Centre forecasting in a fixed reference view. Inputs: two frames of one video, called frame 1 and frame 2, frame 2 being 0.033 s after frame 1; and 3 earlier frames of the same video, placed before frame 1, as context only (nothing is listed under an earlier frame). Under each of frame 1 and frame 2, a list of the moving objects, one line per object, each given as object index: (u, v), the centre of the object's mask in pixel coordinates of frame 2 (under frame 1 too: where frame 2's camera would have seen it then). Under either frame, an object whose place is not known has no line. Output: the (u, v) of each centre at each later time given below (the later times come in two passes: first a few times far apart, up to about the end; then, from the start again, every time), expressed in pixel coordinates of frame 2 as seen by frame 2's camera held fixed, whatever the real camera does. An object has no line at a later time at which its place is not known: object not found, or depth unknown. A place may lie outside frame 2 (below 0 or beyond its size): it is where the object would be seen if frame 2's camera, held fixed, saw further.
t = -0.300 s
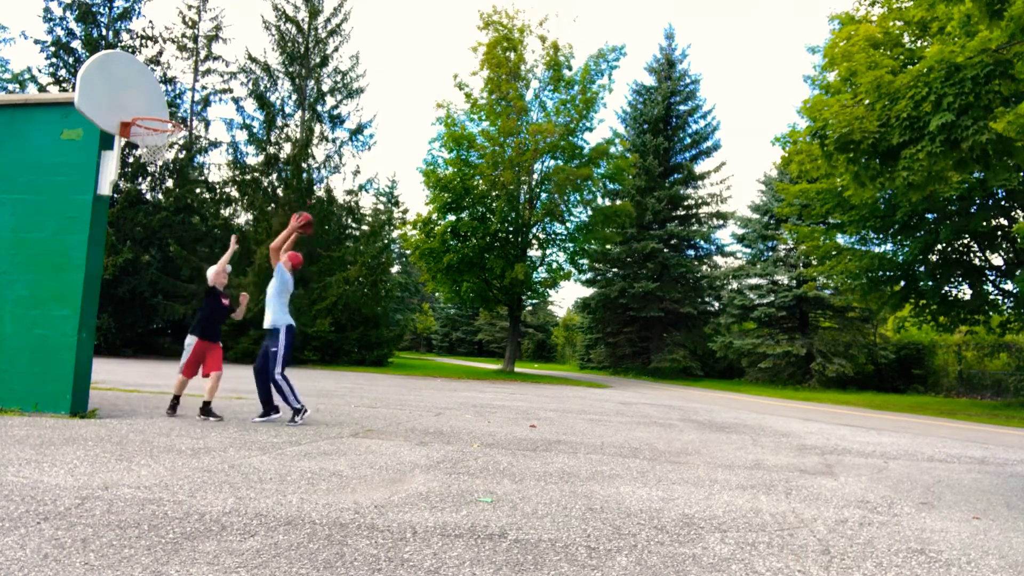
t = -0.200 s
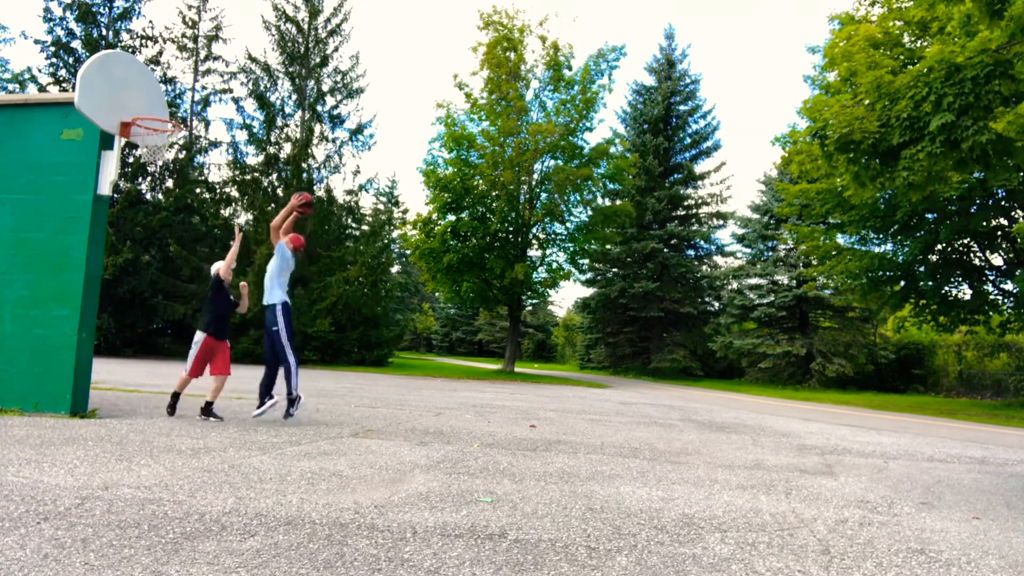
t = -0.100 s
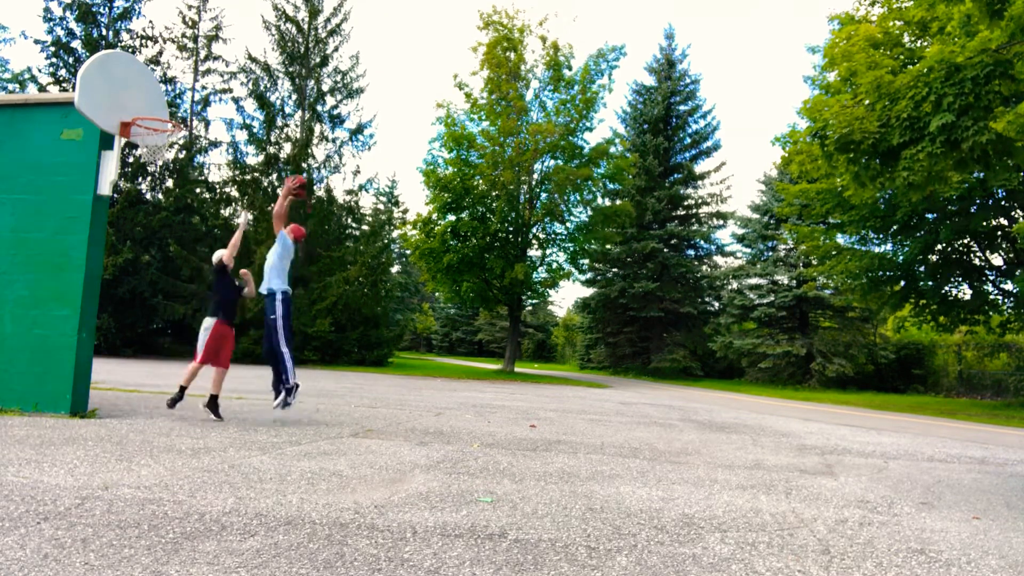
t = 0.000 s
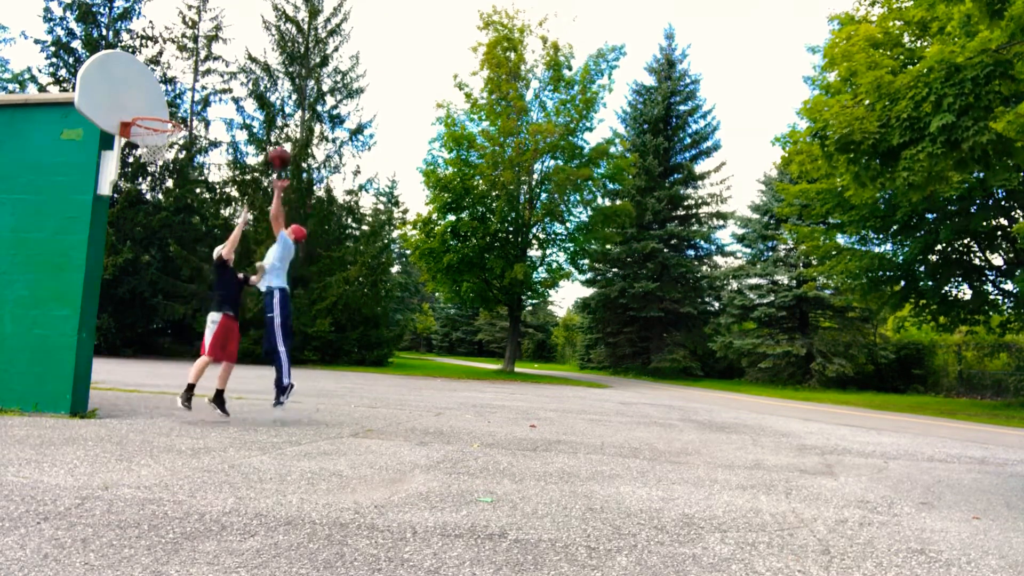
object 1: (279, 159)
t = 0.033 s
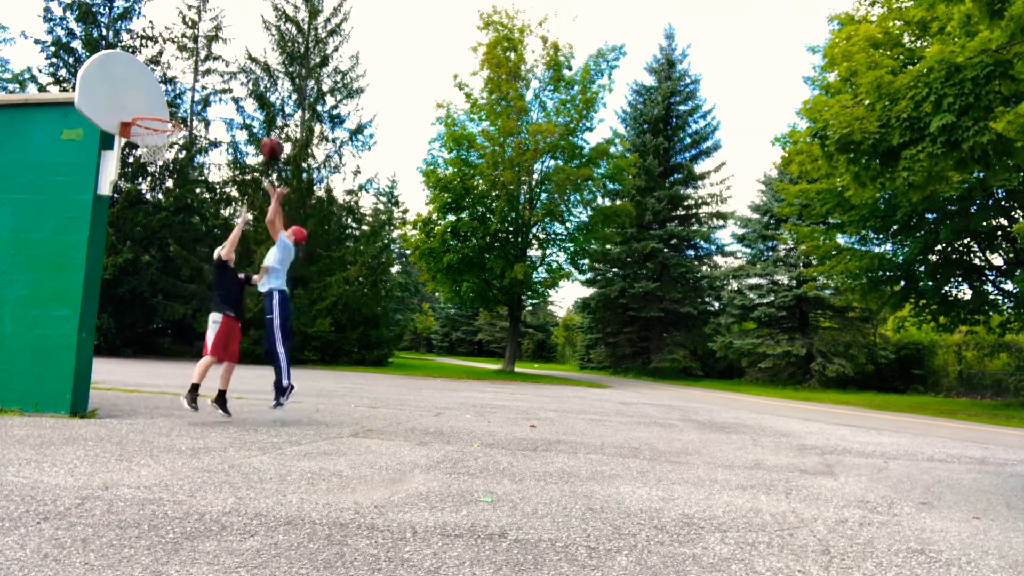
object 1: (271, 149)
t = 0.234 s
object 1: (220, 112)
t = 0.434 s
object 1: (167, 110)
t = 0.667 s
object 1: (177, 138)
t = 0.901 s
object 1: (153, 154)
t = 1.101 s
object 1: (125, 185)
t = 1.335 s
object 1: (88, 268)
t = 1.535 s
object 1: (52, 380)
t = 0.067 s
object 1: (264, 139)
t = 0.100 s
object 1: (256, 133)
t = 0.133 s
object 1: (246, 126)
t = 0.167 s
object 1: (238, 120)
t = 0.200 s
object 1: (229, 115)
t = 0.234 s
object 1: (220, 112)
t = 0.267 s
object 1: (211, 109)
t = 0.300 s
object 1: (203, 107)
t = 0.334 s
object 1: (194, 107)
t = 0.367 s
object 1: (185, 107)
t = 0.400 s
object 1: (176, 109)
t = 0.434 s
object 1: (167, 110)
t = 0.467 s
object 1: (158, 113)
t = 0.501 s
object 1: (148, 119)
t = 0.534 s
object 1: (147, 124)
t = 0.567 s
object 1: (155, 130)
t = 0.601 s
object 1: (165, 135)
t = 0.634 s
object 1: (171, 139)
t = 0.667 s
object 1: (177, 138)
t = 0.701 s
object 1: (176, 140)
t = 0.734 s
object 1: (169, 135)
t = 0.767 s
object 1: (169, 142)
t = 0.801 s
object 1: (165, 145)
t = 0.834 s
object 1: (160, 149)
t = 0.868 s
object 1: (157, 151)
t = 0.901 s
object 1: (153, 154)
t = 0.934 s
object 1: (147, 161)
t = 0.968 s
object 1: (144, 161)
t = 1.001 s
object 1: (139, 163)
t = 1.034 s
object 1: (135, 171)
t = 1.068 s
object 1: (130, 178)
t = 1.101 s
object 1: (125, 185)
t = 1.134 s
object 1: (120, 193)
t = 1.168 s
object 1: (115, 204)
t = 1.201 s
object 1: (110, 214)
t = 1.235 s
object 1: (105, 226)
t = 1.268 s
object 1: (100, 239)
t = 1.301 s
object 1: (94, 253)
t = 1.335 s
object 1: (88, 268)
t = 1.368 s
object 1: (82, 284)
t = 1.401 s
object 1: (77, 301)
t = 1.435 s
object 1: (70, 319)
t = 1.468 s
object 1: (64, 339)
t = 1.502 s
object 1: (58, 359)
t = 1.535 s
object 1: (52, 380)
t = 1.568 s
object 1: (44, 402)
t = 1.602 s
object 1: (43, 395)
